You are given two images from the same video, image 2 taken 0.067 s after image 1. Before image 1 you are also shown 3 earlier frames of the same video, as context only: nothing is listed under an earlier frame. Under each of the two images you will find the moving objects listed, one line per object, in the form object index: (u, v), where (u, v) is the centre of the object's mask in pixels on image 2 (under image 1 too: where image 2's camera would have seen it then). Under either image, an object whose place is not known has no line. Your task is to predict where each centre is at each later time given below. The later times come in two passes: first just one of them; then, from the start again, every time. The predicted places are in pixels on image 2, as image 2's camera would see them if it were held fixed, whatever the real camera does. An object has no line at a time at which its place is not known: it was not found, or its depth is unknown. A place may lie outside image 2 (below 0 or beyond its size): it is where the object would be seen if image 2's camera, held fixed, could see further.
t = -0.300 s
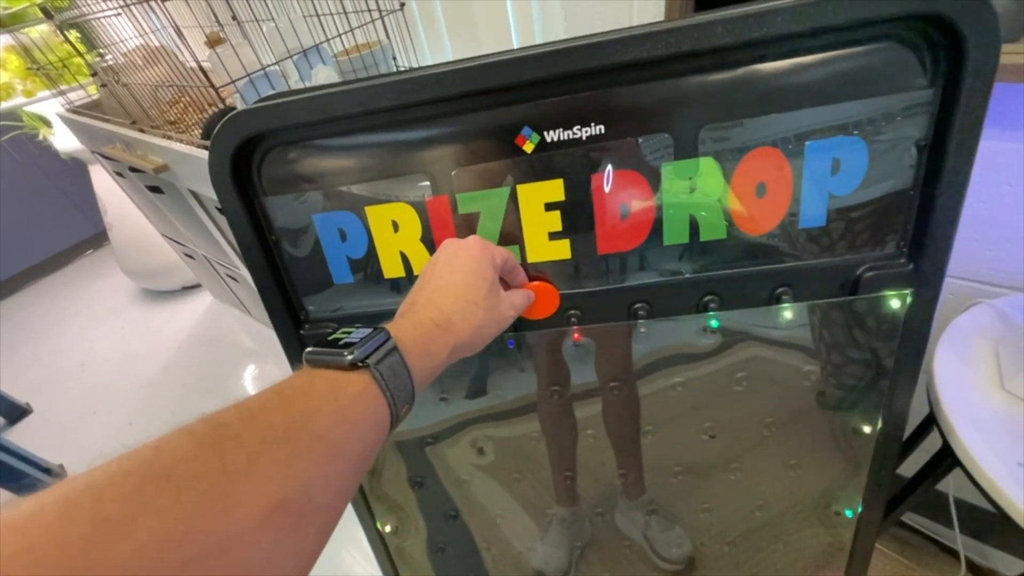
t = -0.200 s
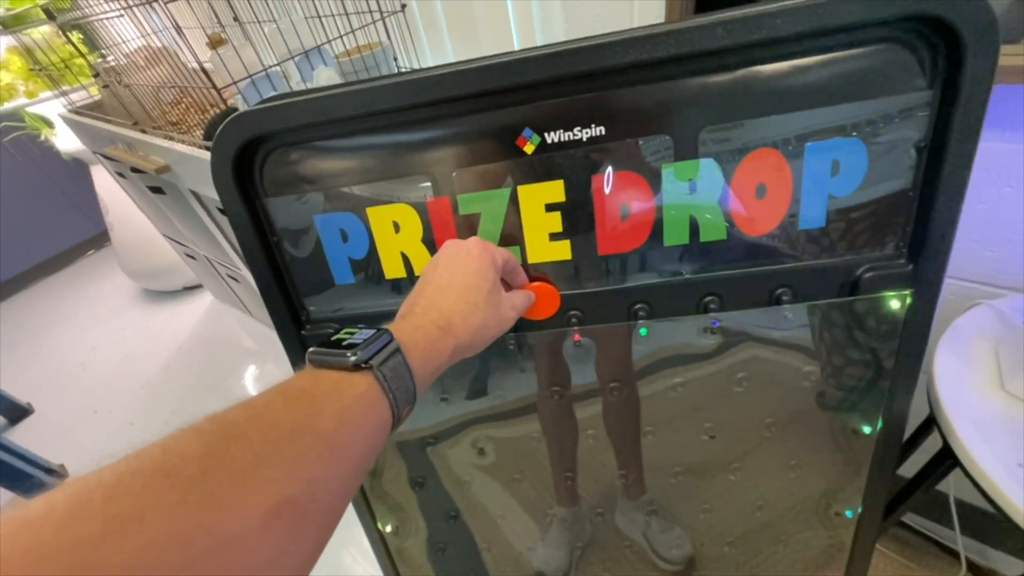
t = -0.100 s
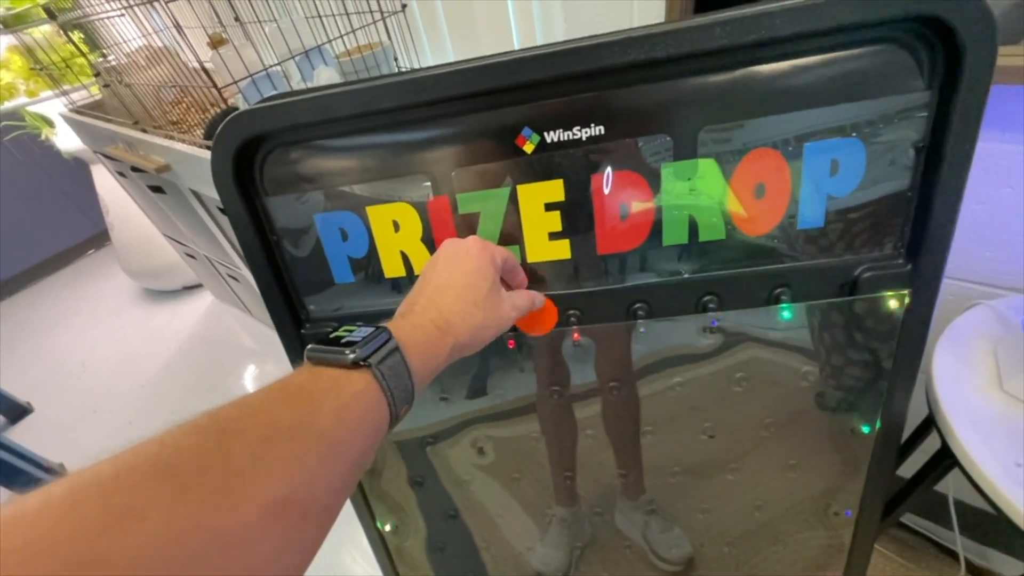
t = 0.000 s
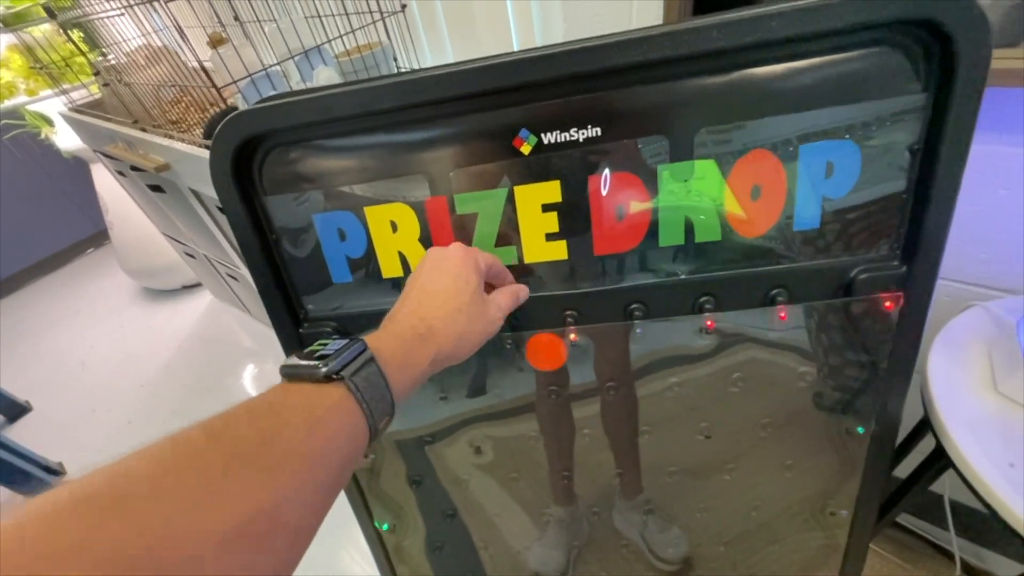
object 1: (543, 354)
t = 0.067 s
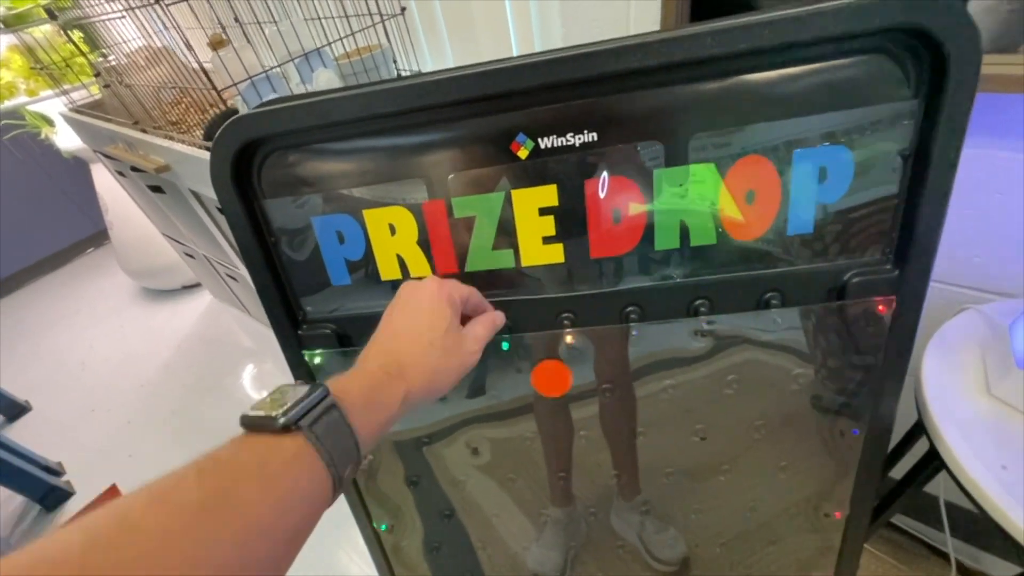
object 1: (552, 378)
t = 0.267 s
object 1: (614, 437)
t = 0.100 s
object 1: (554, 378)
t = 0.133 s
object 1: (561, 380)
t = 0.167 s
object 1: (572, 386)
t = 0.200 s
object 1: (583, 401)
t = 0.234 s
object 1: (598, 426)
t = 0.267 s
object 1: (614, 437)
